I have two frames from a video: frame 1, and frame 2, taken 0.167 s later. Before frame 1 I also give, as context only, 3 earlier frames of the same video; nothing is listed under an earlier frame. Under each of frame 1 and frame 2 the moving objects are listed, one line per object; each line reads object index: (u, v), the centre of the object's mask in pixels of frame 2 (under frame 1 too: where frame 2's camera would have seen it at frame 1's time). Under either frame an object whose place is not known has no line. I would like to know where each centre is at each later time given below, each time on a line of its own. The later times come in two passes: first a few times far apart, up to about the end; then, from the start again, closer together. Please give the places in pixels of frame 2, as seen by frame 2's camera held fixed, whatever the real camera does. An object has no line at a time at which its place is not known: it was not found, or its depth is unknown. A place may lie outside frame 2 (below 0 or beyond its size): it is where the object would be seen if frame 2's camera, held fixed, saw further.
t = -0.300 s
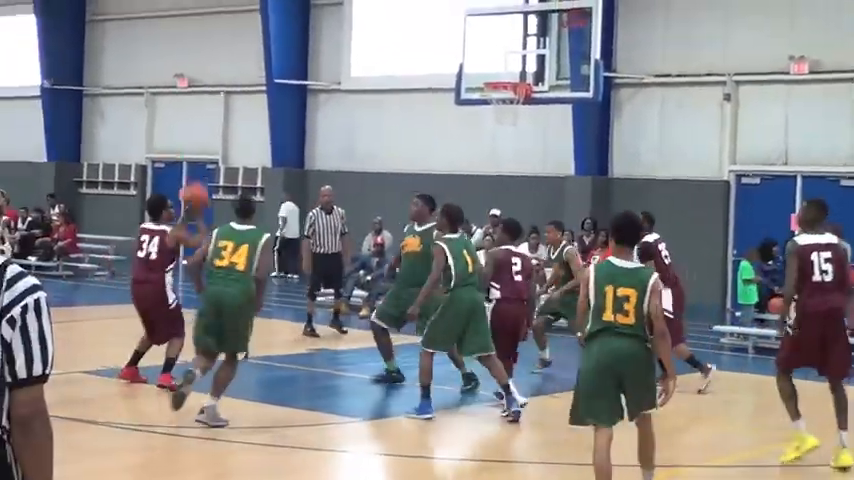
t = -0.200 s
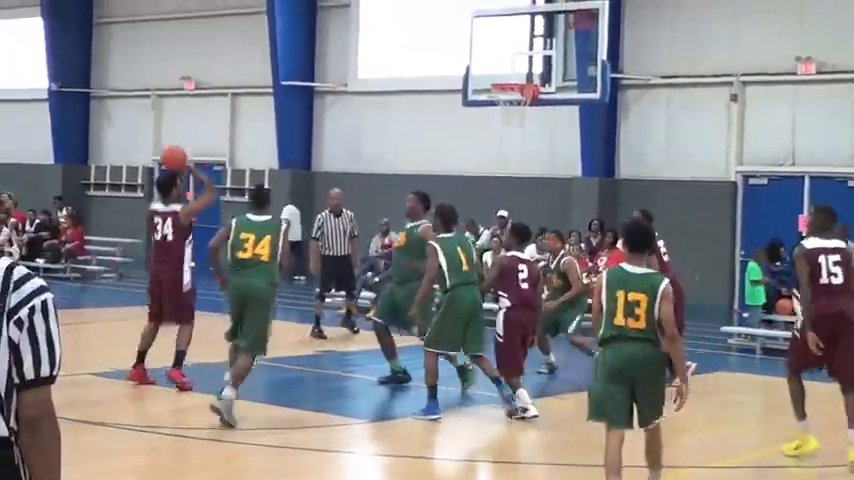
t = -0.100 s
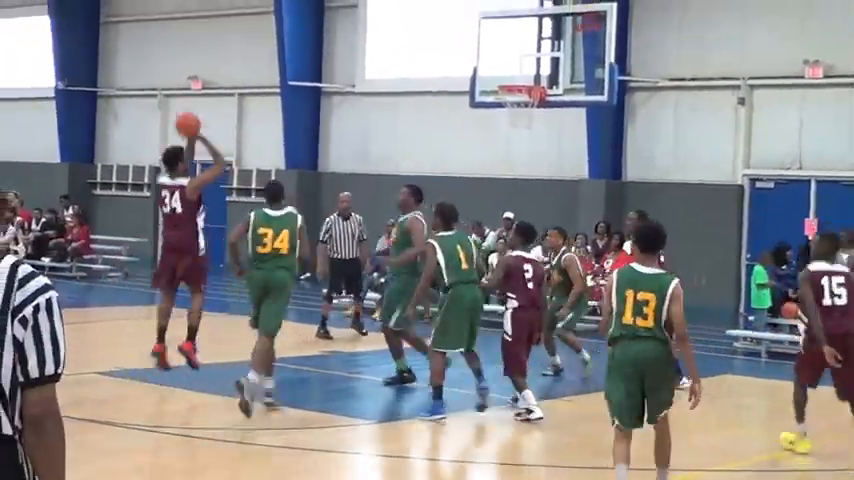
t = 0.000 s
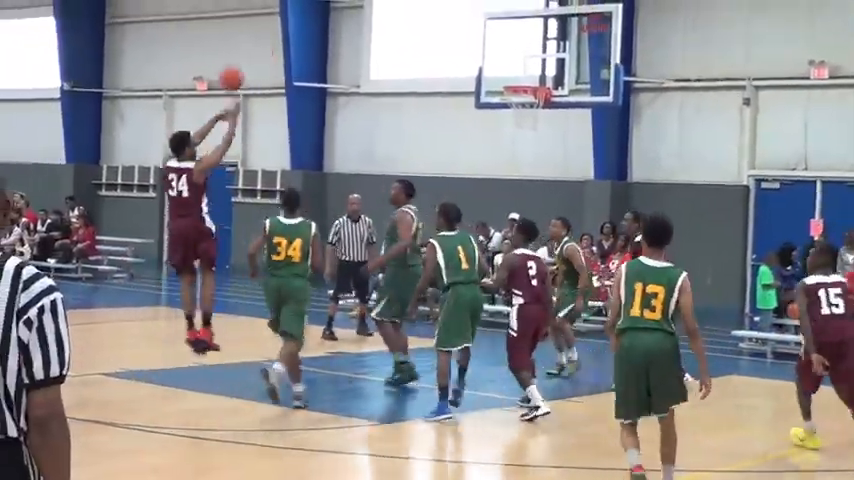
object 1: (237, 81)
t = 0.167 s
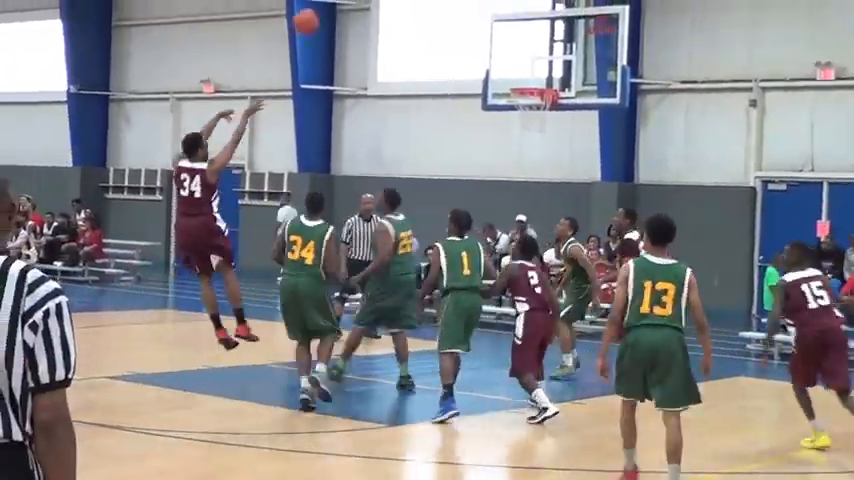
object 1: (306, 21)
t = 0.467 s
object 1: (412, -3)
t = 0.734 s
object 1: (490, 35)
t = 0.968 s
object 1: (507, 79)
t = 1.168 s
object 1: (460, 73)
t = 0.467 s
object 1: (412, -3)
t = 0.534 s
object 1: (432, -2)
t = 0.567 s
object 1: (442, 1)
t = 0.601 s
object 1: (453, 6)
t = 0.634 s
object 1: (462, 12)
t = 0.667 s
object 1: (472, 19)
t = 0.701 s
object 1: (482, 27)
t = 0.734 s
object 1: (490, 35)
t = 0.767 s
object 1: (498, 44)
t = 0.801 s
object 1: (508, 55)
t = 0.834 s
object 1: (516, 66)
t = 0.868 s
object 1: (525, 79)
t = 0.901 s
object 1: (524, 83)
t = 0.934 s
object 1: (516, 82)
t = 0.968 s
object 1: (507, 79)
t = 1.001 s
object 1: (499, 75)
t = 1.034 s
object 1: (491, 73)
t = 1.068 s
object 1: (483, 71)
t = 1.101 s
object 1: (477, 71)
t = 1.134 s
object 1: (468, 71)
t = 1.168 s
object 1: (460, 73)
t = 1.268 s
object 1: (437, 83)
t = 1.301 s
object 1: (429, 88)
